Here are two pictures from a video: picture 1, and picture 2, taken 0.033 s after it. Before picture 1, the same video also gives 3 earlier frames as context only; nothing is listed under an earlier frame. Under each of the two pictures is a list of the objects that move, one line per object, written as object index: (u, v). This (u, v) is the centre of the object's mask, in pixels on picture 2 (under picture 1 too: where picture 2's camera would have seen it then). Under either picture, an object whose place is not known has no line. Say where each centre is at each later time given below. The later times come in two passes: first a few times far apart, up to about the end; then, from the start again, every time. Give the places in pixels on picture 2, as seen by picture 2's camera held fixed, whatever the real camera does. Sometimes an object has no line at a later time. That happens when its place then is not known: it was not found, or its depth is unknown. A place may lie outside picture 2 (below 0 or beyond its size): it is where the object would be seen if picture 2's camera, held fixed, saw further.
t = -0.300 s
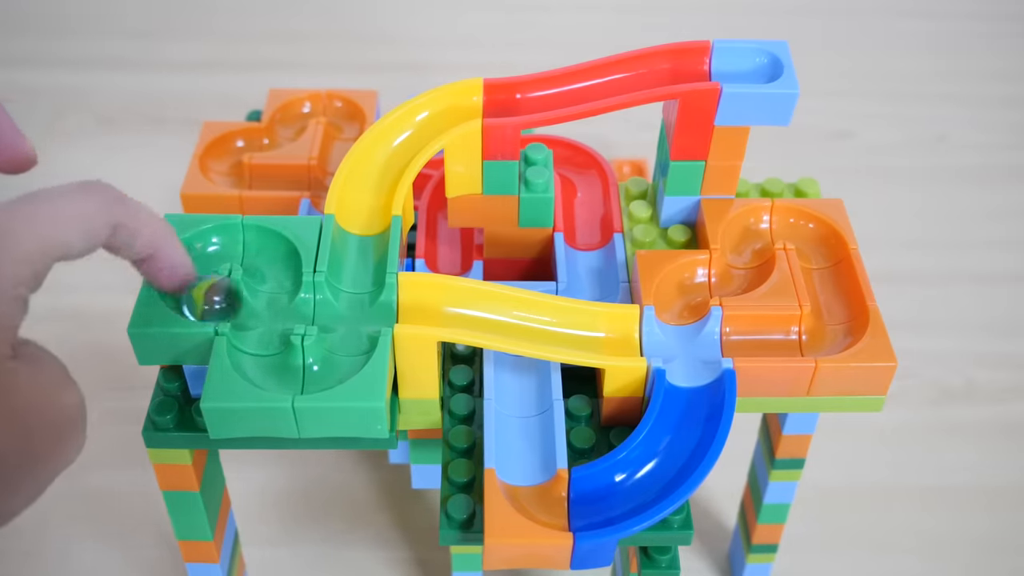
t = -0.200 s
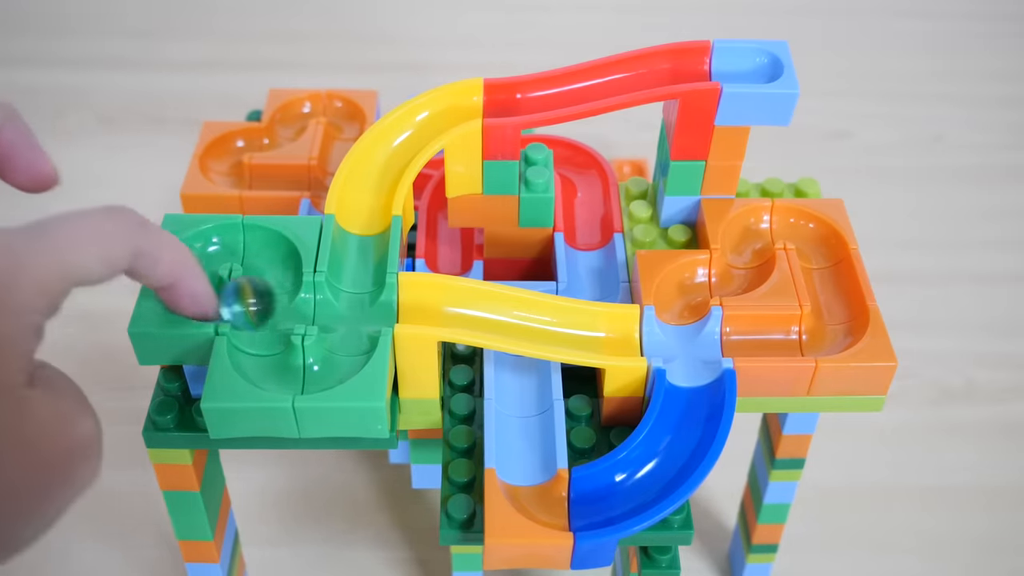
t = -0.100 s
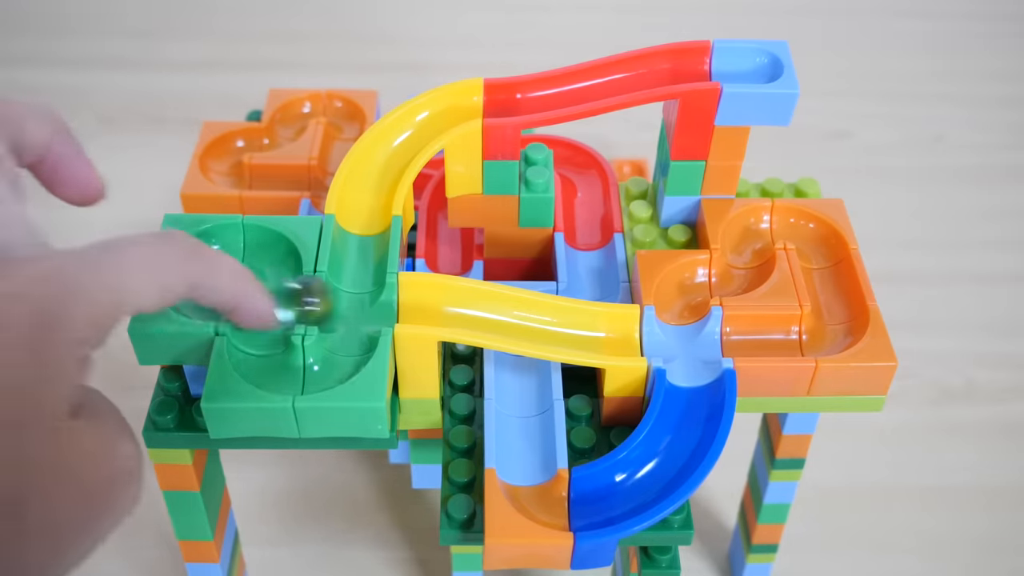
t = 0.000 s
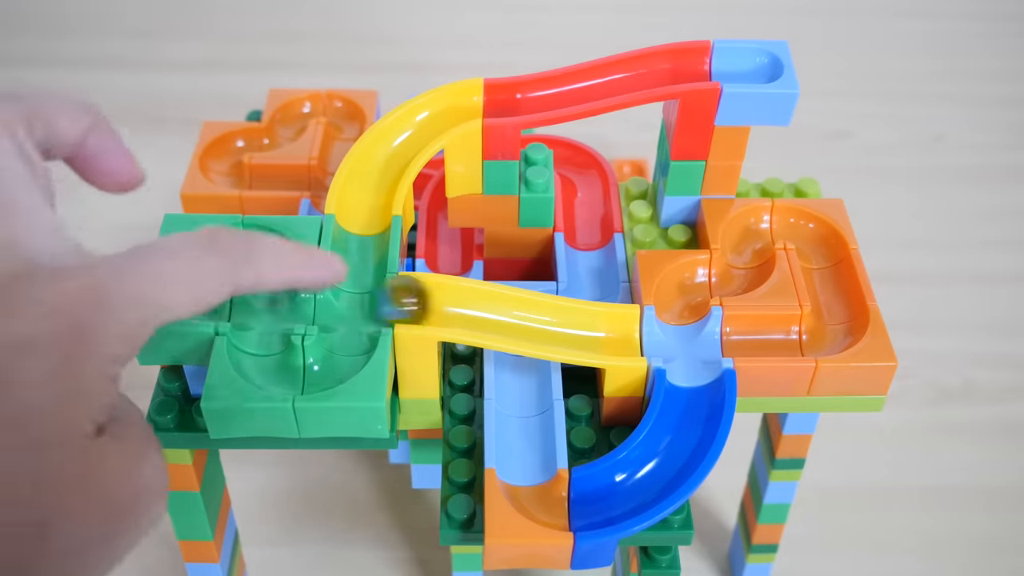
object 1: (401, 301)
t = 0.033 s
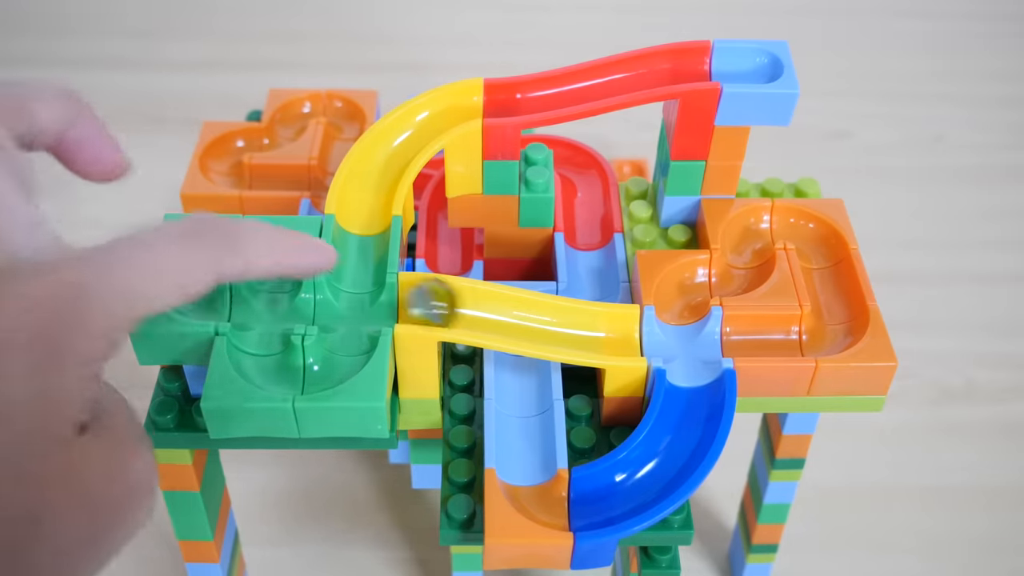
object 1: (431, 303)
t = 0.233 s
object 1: (697, 329)
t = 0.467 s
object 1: (823, 255)
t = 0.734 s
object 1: (739, 271)
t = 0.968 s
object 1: (681, 310)
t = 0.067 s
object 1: (461, 307)
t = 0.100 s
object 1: (498, 313)
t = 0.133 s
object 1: (537, 321)
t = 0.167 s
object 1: (589, 331)
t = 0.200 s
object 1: (648, 335)
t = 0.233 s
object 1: (697, 329)
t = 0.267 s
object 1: (743, 334)
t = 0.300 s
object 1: (782, 334)
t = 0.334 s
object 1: (820, 333)
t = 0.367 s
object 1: (841, 317)
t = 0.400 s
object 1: (836, 295)
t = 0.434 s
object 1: (828, 272)
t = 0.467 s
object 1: (823, 255)
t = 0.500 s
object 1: (817, 240)
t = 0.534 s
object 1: (800, 226)
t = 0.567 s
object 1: (773, 223)
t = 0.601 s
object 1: (757, 228)
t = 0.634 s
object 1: (747, 239)
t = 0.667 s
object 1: (747, 250)
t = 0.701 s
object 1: (748, 262)
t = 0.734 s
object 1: (739, 271)
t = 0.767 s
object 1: (728, 276)
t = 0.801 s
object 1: (712, 277)
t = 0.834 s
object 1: (700, 280)
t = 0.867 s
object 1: (691, 285)
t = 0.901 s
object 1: (682, 294)
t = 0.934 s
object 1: (681, 300)
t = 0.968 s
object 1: (681, 310)
